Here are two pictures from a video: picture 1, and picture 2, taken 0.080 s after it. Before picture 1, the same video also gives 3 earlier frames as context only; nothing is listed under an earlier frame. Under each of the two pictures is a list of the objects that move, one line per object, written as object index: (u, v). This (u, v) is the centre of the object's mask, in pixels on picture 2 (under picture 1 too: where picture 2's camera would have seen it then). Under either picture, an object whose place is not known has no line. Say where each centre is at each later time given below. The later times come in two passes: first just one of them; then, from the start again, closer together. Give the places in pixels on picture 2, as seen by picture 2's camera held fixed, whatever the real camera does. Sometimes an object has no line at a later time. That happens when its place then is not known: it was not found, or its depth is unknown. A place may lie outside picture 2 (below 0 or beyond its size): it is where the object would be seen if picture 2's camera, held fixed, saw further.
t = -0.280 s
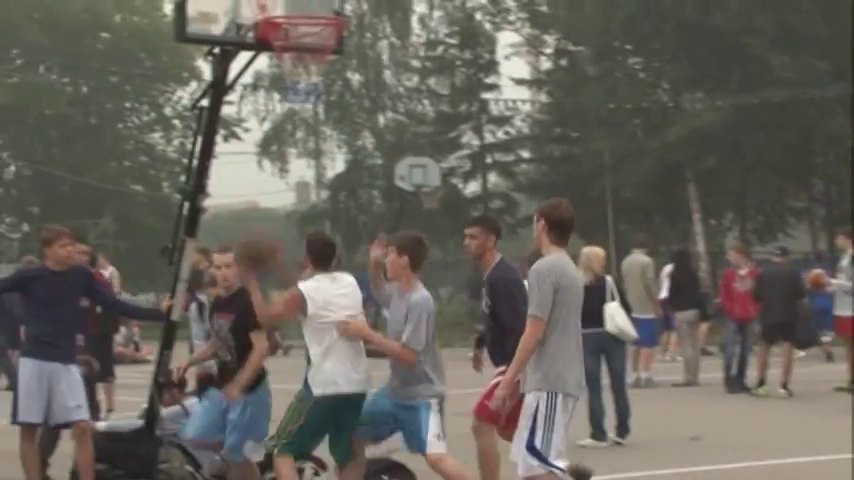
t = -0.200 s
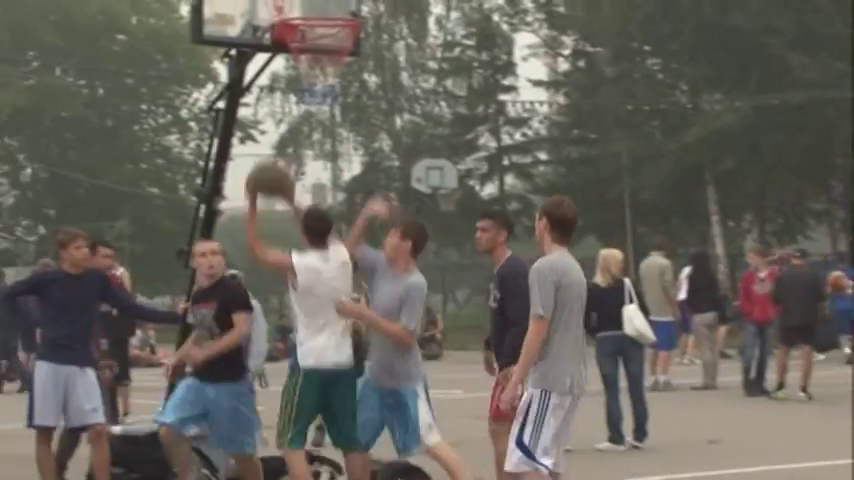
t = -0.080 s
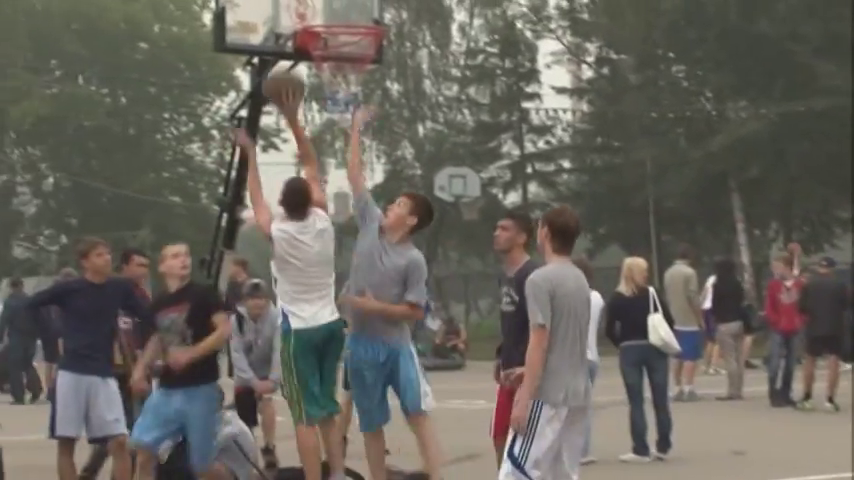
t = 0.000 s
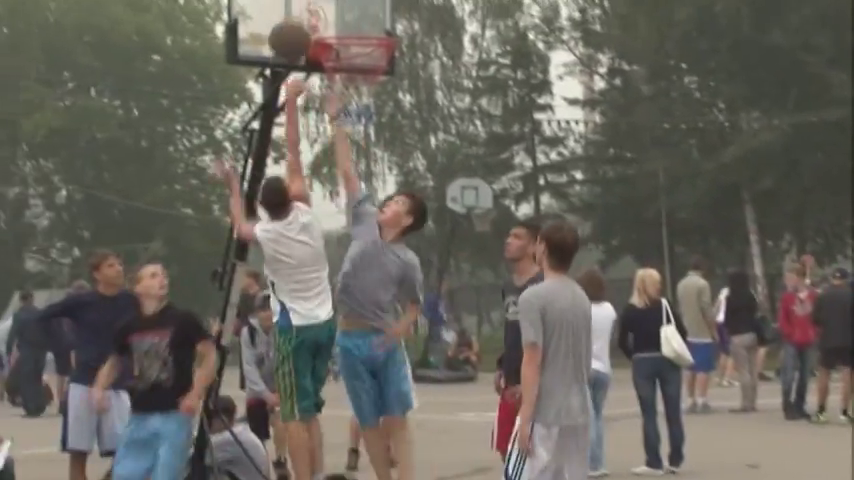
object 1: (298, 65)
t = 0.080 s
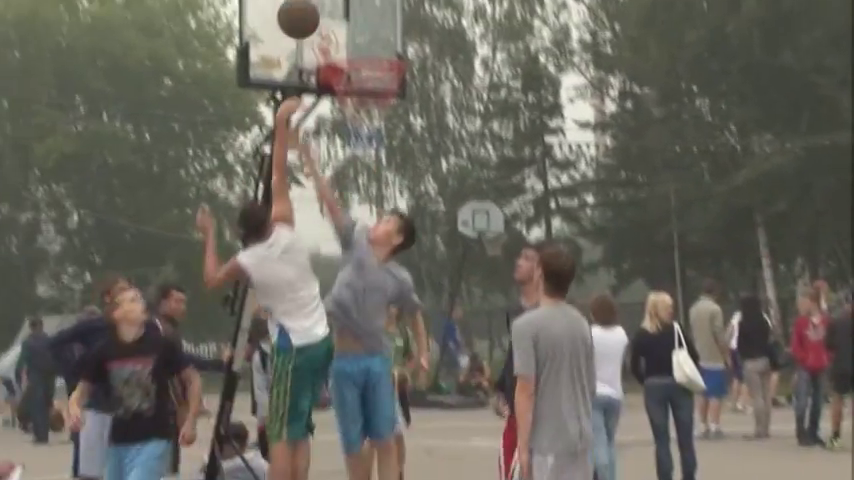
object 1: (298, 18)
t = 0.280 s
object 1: (300, -46)
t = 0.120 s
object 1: (296, -2)
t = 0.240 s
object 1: (293, -43)
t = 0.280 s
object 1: (300, -46)
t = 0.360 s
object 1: (317, -40)
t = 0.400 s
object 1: (325, -34)
